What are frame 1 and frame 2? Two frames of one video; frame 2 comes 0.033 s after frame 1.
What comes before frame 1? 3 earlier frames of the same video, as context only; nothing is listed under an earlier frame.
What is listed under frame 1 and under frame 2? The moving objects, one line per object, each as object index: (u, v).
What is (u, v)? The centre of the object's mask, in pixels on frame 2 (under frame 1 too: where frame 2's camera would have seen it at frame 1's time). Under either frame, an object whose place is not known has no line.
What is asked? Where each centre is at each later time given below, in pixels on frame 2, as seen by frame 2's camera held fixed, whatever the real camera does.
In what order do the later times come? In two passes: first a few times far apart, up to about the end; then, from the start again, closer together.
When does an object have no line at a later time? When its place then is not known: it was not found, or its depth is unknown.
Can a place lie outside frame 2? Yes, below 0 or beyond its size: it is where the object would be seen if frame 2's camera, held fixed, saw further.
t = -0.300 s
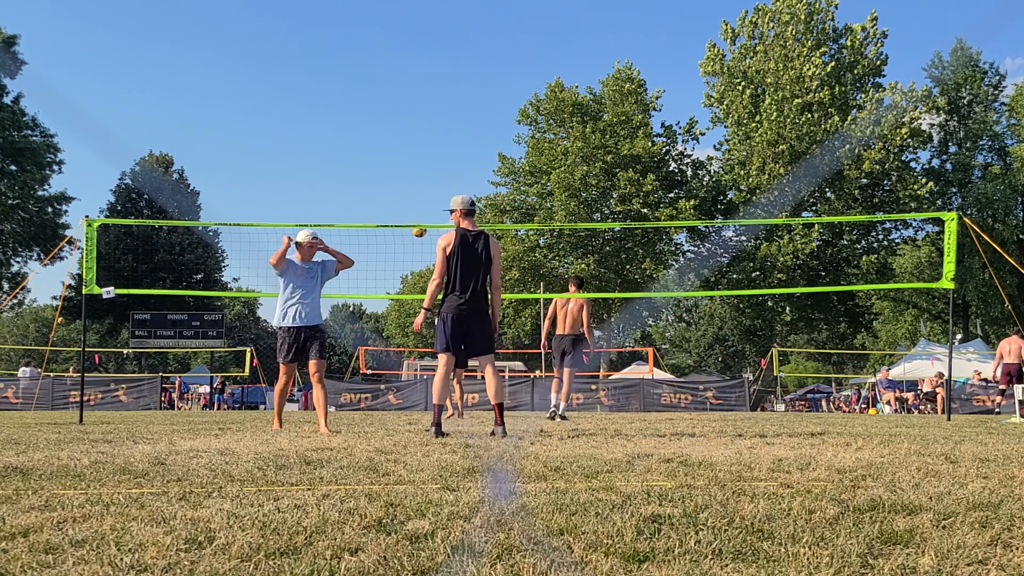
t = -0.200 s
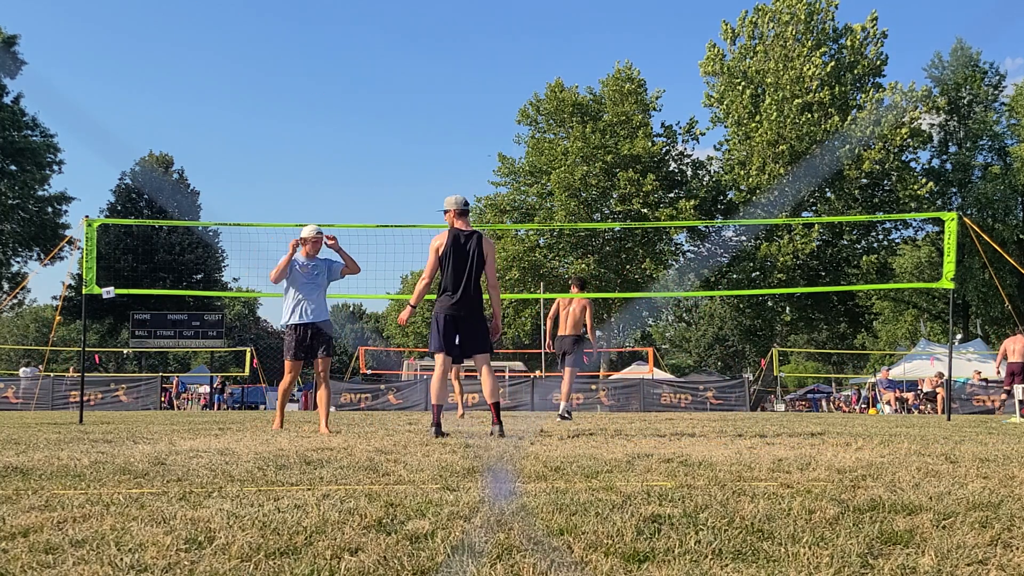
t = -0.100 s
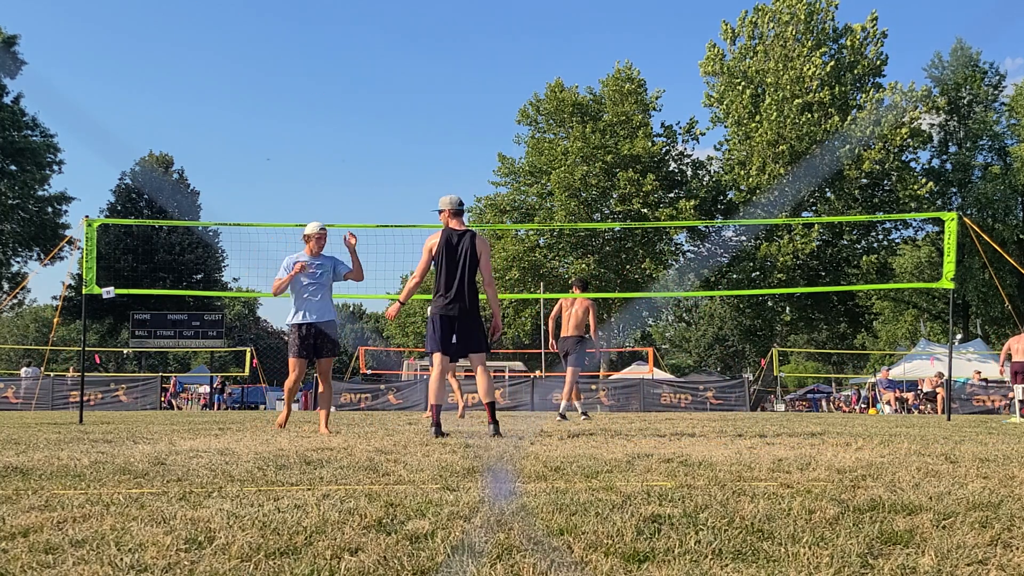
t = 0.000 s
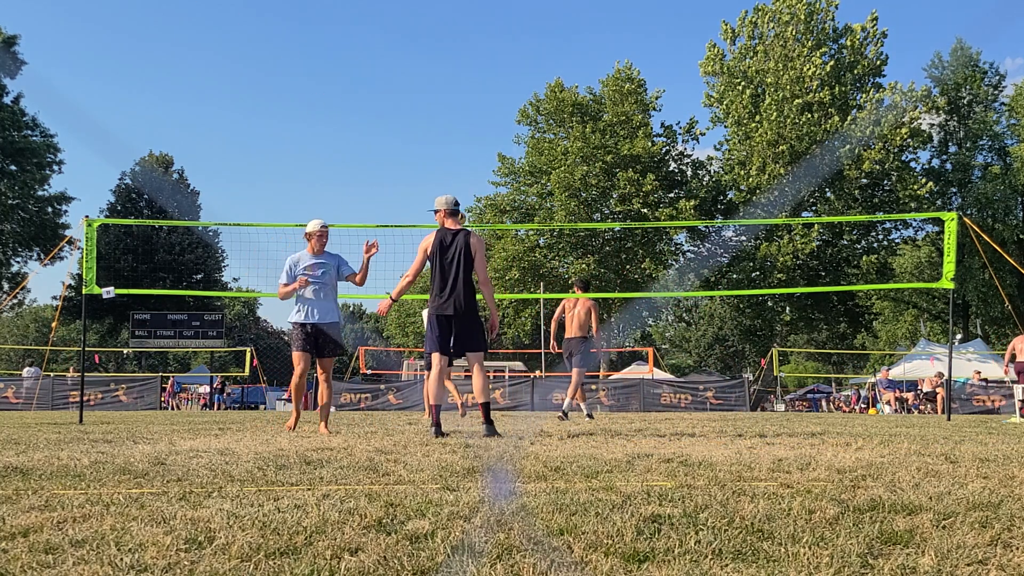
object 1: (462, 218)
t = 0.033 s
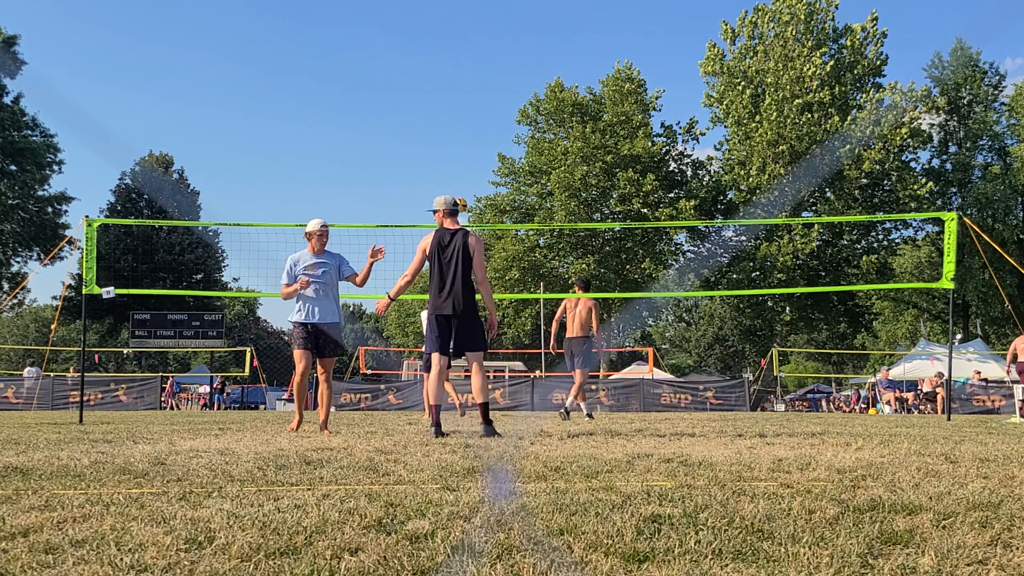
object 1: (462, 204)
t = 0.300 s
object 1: (468, 119)
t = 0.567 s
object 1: (479, 79)
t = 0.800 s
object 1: (491, 90)
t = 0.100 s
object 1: (461, 179)
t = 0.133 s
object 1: (462, 168)
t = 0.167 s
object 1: (464, 157)
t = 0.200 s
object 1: (465, 146)
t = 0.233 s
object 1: (466, 137)
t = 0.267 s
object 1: (467, 127)
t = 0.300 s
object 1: (468, 119)
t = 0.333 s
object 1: (469, 111)
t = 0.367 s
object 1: (470, 104)
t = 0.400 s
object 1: (472, 98)
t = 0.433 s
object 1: (473, 93)
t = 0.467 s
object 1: (475, 88)
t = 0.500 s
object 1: (476, 84)
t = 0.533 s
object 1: (478, 81)
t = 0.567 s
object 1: (479, 79)
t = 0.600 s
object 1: (481, 78)
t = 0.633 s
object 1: (482, 77)
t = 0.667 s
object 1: (484, 78)
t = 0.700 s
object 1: (486, 79)
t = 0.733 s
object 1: (488, 82)
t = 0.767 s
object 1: (489, 85)
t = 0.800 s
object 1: (491, 90)
